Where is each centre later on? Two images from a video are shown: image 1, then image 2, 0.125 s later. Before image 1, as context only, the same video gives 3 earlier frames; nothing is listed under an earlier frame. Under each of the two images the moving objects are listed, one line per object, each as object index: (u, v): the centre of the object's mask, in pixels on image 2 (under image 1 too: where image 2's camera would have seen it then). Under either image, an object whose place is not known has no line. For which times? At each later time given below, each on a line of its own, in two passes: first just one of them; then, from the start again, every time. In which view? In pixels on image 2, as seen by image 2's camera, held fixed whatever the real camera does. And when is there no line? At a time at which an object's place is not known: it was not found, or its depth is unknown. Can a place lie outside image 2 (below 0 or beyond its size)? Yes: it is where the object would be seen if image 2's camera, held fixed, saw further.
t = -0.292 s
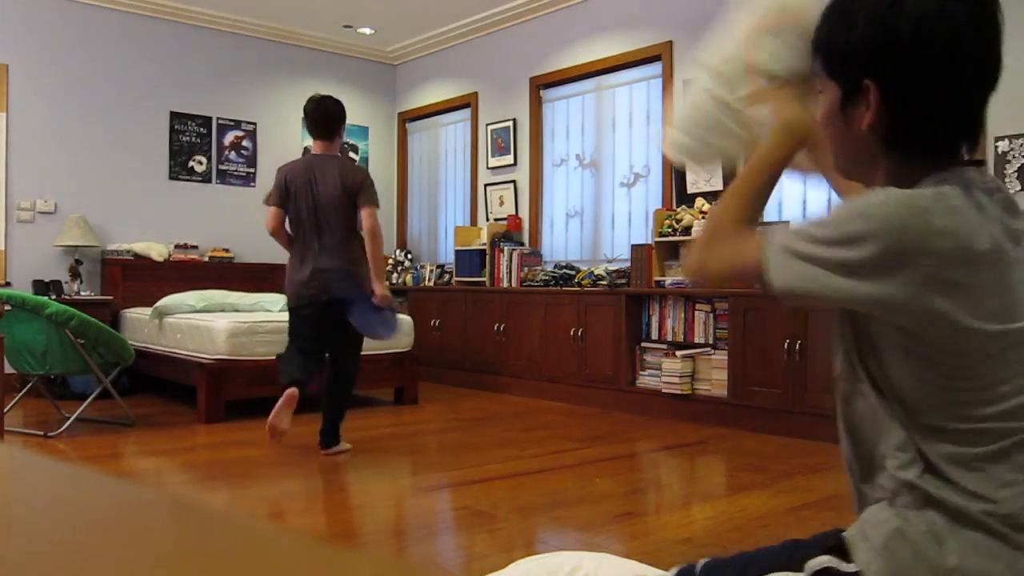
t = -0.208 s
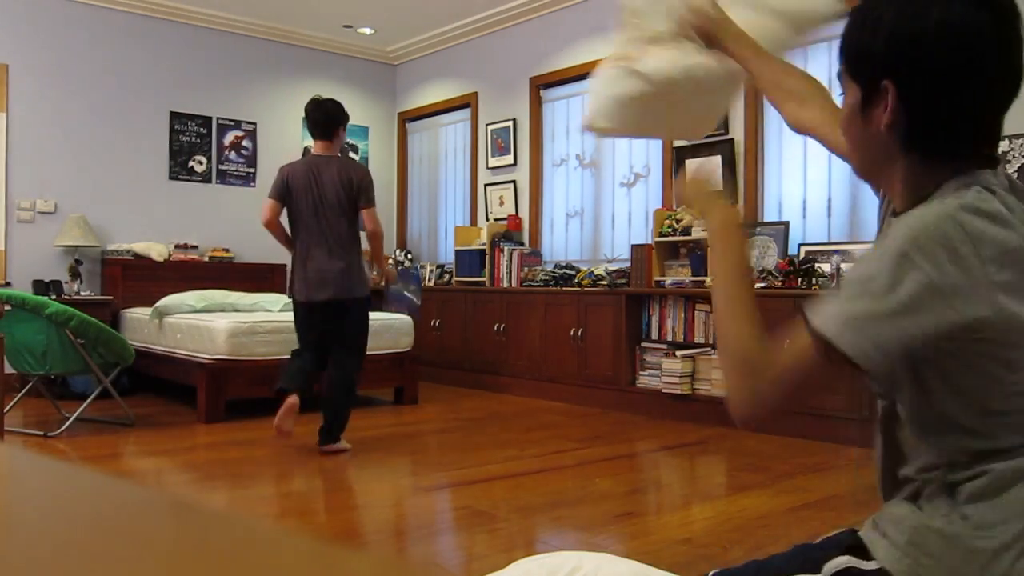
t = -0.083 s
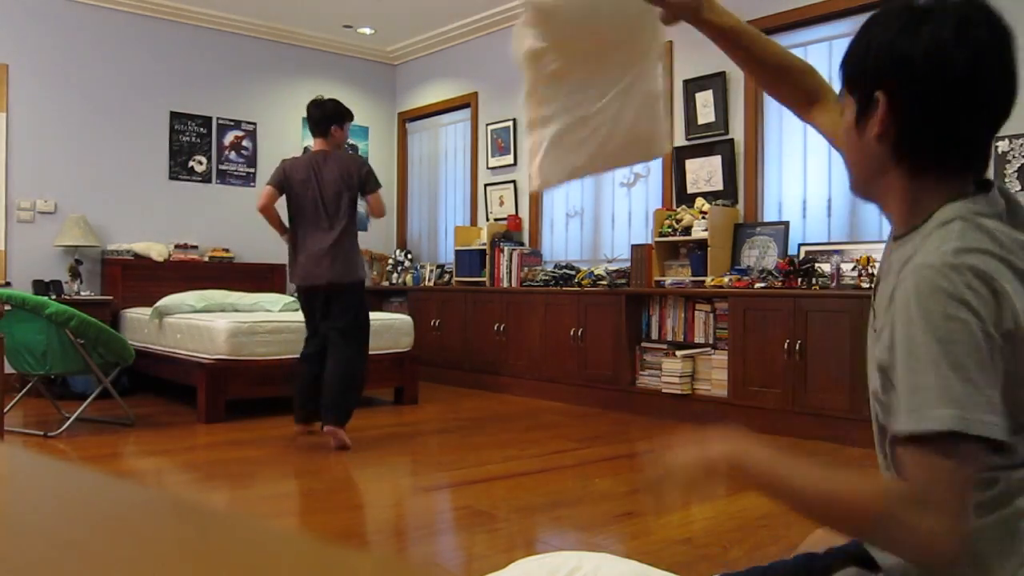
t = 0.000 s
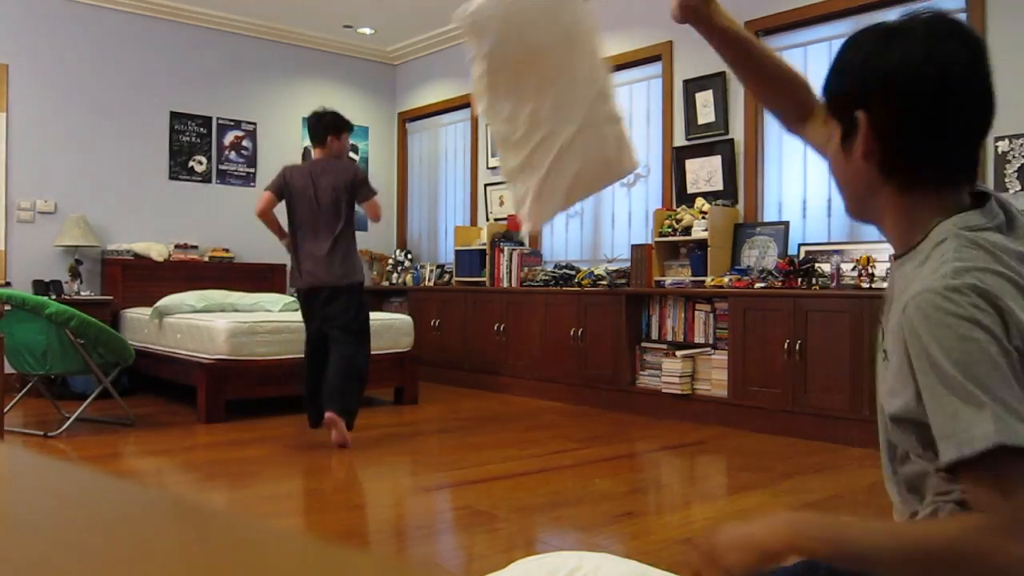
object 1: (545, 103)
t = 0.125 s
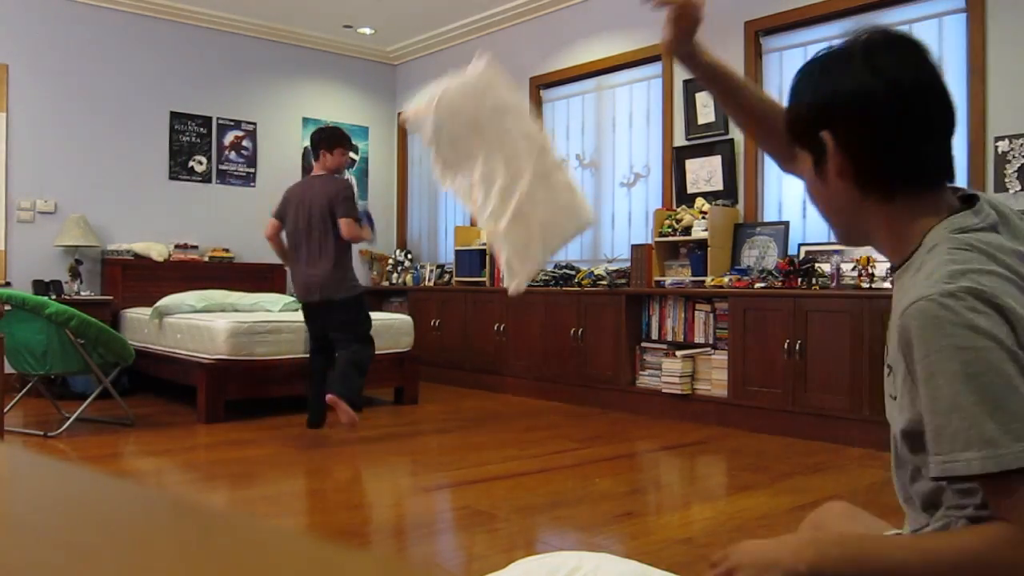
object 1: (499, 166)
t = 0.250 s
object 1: (467, 254)
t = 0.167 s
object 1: (488, 198)
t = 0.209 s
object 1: (477, 226)
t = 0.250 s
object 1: (467, 254)
